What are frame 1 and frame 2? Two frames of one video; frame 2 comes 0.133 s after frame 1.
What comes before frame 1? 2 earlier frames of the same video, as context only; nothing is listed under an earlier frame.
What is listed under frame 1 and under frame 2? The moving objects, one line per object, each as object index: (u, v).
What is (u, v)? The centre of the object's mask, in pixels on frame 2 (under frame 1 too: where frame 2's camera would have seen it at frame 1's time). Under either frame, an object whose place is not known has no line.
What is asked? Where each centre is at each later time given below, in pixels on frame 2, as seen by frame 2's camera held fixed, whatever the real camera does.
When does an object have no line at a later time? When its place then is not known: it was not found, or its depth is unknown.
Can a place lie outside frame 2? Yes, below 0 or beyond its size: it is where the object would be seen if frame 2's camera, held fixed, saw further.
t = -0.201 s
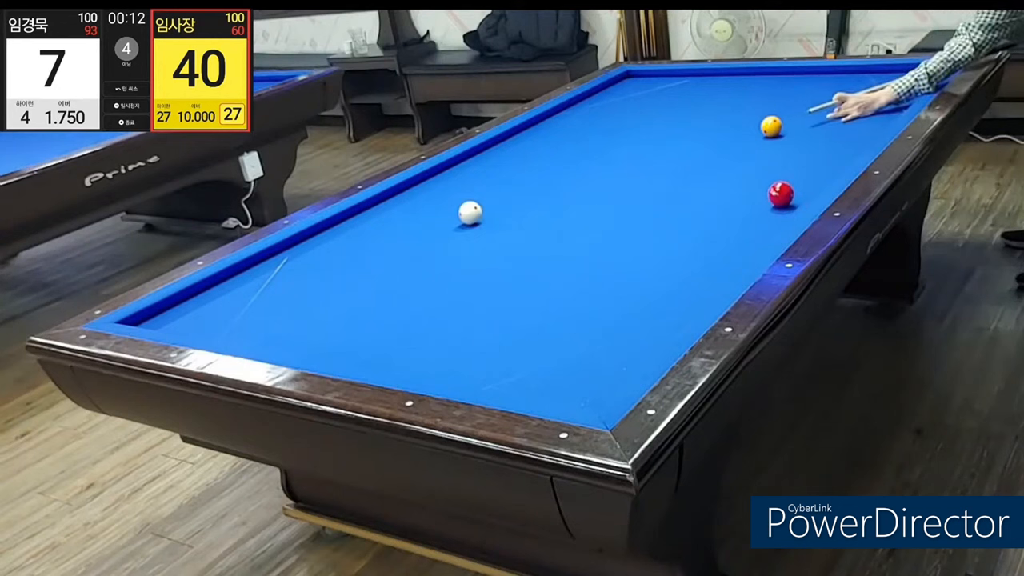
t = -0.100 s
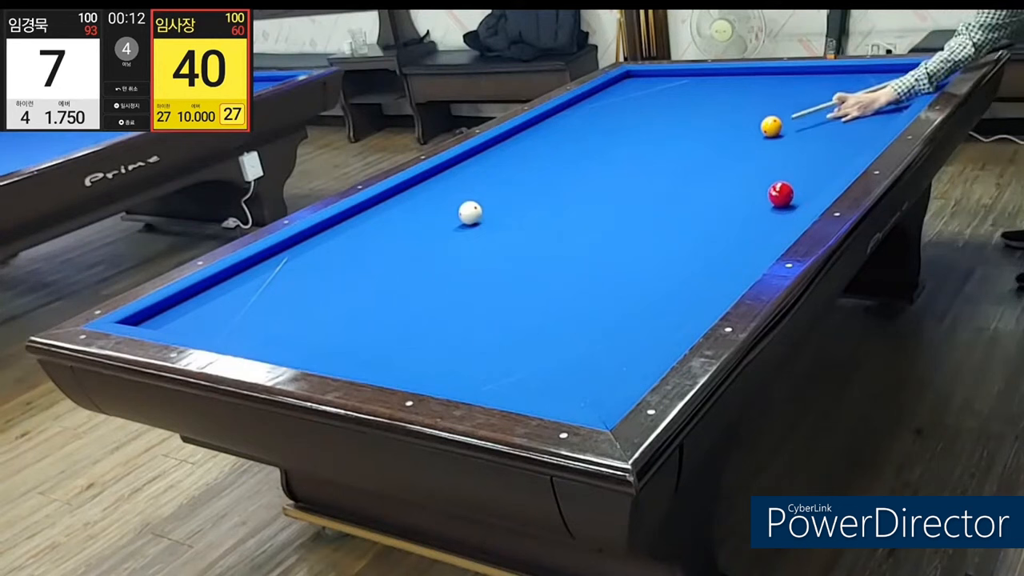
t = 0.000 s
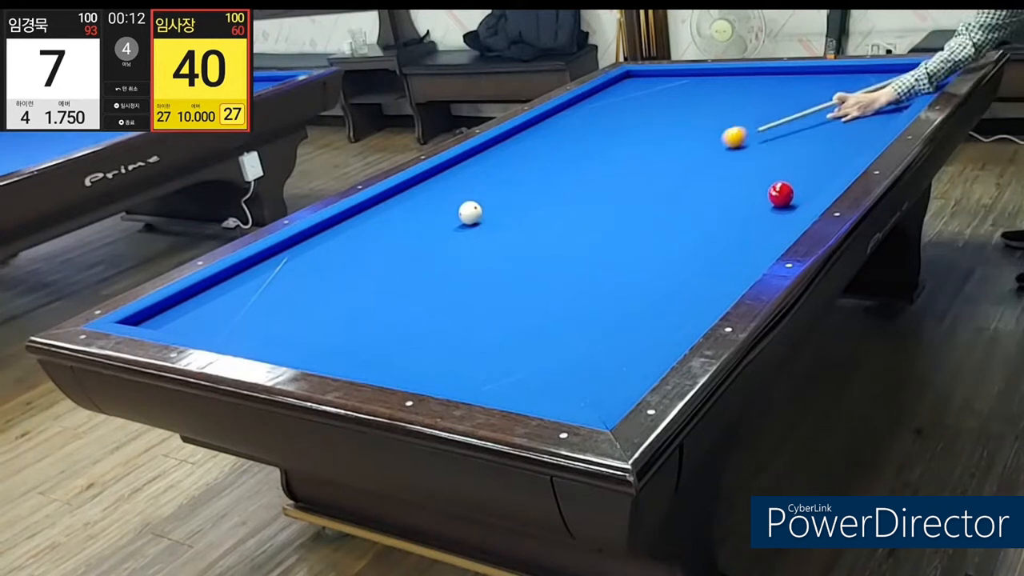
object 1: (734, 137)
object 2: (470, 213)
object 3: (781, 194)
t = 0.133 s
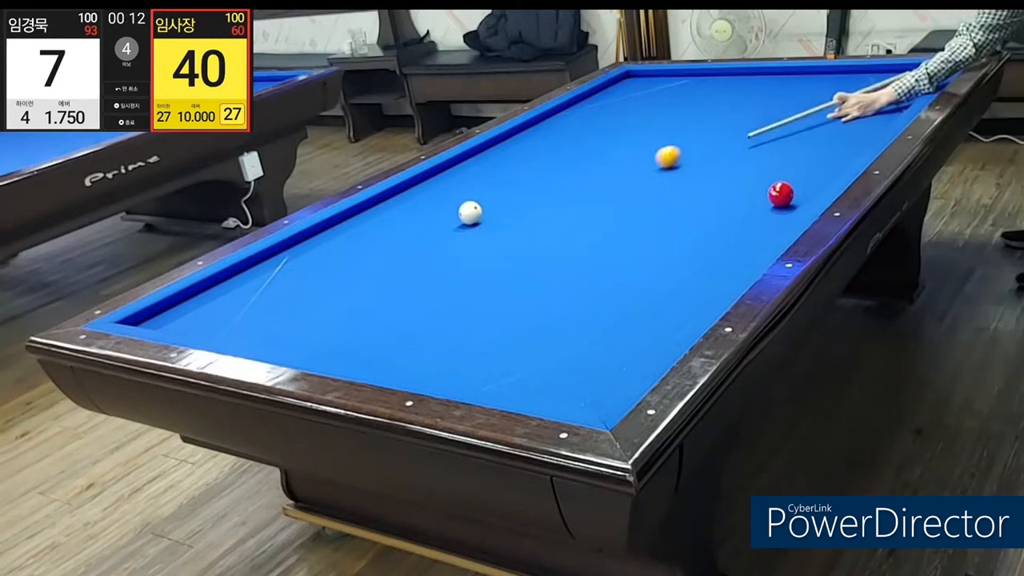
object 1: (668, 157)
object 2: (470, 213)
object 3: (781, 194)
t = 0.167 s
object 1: (651, 162)
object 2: (470, 213)
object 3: (781, 194)
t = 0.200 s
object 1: (634, 167)
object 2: (470, 213)
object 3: (781, 194)
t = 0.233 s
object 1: (617, 173)
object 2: (470, 213)
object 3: (781, 194)
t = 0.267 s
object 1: (600, 178)
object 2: (470, 213)
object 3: (781, 194)
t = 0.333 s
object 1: (564, 188)
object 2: (470, 213)
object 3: (781, 194)
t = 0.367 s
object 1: (546, 194)
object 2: (470, 213)
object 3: (781, 194)
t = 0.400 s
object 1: (528, 199)
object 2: (470, 213)
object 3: (781, 194)
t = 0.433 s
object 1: (510, 205)
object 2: (470, 213)
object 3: (781, 194)
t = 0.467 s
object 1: (494, 210)
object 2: (468, 212)
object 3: (781, 194)
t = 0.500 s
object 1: (492, 214)
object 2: (452, 215)
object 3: (781, 194)
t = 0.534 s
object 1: (490, 218)
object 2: (435, 217)
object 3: (781, 194)
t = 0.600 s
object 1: (485, 225)
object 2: (403, 222)
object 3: (781, 194)
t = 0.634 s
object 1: (481, 229)
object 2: (389, 223)
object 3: (781, 194)
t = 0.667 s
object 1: (477, 233)
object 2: (374, 225)
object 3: (781, 194)
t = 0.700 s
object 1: (472, 237)
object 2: (361, 227)
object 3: (781, 194)
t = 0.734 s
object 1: (466, 241)
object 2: (348, 229)
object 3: (781, 194)
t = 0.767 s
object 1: (461, 245)
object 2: (336, 230)
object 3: (781, 194)
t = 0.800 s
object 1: (455, 250)
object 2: (324, 232)
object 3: (781, 194)
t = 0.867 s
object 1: (443, 259)
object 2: (309, 235)
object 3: (781, 194)
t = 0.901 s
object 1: (437, 263)
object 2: (312, 237)
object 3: (781, 194)
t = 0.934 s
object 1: (431, 268)
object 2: (315, 239)
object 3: (781, 194)
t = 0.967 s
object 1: (425, 272)
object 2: (316, 242)
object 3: (781, 194)
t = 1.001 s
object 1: (419, 278)
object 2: (318, 244)
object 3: (781, 194)
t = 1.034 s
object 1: (413, 283)
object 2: (319, 246)
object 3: (781, 194)
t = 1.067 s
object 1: (406, 288)
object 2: (320, 248)
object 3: (781, 194)
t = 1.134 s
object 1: (393, 298)
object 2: (321, 253)
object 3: (781, 194)
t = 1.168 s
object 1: (386, 303)
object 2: (322, 255)
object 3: (781, 194)
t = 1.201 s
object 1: (378, 309)
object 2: (322, 257)
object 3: (781, 194)
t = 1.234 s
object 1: (371, 315)
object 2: (323, 259)
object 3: (781, 194)
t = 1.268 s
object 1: (364, 320)
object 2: (324, 261)
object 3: (781, 194)
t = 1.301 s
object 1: (357, 326)
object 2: (325, 263)
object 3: (781, 194)
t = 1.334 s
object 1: (349, 332)
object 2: (325, 266)
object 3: (781, 194)
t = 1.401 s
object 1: (333, 344)
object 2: (327, 270)
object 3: (781, 194)
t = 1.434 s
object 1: (325, 348)
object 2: (328, 273)
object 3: (781, 194)
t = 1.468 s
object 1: (318, 351)
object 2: (329, 275)
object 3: (781, 194)
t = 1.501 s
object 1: (325, 350)
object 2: (329, 278)
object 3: (781, 194)
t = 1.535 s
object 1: (336, 348)
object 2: (330, 280)
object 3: (781, 194)
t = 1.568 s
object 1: (346, 346)
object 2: (331, 283)
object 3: (781, 194)
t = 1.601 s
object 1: (355, 342)
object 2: (332, 285)
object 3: (781, 194)
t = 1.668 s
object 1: (372, 336)
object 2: (334, 290)
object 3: (781, 194)
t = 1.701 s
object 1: (380, 334)
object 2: (334, 292)
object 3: (781, 194)
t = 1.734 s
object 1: (387, 331)
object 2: (335, 295)
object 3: (781, 194)
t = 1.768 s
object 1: (395, 329)
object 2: (336, 298)
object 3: (781, 194)
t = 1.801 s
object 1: (402, 326)
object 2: (337, 300)
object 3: (781, 194)
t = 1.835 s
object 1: (410, 324)
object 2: (338, 303)
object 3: (781, 194)
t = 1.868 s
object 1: (417, 322)
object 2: (339, 306)
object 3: (781, 194)
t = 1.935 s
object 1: (432, 317)
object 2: (341, 311)
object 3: (781, 194)
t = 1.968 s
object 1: (439, 315)
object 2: (342, 314)
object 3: (781, 194)
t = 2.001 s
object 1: (446, 312)
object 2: (343, 317)
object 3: (781, 194)
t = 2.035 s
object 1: (453, 310)
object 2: (344, 319)
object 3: (781, 194)
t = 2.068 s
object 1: (460, 308)
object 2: (345, 323)
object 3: (781, 194)
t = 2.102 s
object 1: (467, 306)
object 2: (345, 325)
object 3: (781, 194)
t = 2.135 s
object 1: (474, 304)
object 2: (346, 328)
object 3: (781, 194)
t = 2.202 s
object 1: (487, 299)
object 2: (349, 334)
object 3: (781, 194)
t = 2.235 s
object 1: (494, 297)
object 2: (350, 337)
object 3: (781, 194)
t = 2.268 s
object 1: (501, 295)
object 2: (351, 340)
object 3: (781, 194)
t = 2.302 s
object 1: (507, 293)
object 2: (352, 343)
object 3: (781, 194)
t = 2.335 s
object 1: (514, 291)
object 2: (353, 347)
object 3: (781, 194)
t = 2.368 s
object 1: (520, 289)
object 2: (354, 350)
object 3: (781, 194)
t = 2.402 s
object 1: (526, 287)
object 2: (355, 352)
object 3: (781, 194)
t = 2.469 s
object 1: (539, 283)
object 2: (357, 356)
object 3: (781, 194)
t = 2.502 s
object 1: (545, 280)
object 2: (359, 358)
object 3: (781, 194)
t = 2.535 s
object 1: (551, 279)
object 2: (364, 358)
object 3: (781, 194)
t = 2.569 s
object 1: (557, 277)
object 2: (371, 358)
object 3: (781, 194)
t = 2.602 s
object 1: (563, 275)
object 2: (377, 358)
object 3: (781, 194)
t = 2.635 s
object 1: (569, 273)
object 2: (383, 358)
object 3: (781, 194)
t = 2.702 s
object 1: (581, 269)
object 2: (395, 358)
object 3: (781, 194)
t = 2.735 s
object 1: (587, 267)
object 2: (401, 358)
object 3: (781, 194)
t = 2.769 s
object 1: (592, 265)
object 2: (406, 358)
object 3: (781, 194)
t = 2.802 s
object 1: (598, 263)
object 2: (412, 357)
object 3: (781, 194)
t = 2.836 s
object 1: (604, 262)
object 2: (418, 357)
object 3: (781, 194)
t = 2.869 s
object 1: (609, 260)
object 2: (423, 356)
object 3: (781, 194)
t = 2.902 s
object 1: (615, 258)
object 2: (429, 355)
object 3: (781, 194)
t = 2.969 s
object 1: (626, 254)
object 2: (441, 354)
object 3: (781, 194)
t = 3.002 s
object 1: (631, 253)
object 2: (446, 354)
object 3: (781, 194)
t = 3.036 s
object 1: (637, 251)
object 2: (452, 353)
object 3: (781, 194)
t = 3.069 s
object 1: (642, 249)
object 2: (458, 353)
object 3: (781, 194)
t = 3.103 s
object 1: (647, 248)
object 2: (463, 352)
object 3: (781, 194)
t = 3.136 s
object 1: (653, 246)
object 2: (469, 352)
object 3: (781, 194)
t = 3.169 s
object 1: (658, 244)
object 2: (474, 351)
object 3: (781, 194)
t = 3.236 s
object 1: (668, 241)
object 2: (486, 350)
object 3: (781, 194)
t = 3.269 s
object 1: (673, 239)
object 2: (491, 350)
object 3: (781, 194)
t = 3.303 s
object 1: (678, 237)
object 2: (496, 349)
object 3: (781, 194)
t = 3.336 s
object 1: (683, 236)
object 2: (502, 349)
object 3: (781, 194)
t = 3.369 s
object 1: (688, 234)
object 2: (507, 348)
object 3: (781, 194)
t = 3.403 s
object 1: (693, 233)
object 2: (513, 348)
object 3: (781, 194)
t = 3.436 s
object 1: (698, 231)
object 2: (518, 347)
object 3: (781, 194)
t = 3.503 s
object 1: (707, 228)
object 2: (529, 346)
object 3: (781, 194)
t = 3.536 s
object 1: (712, 226)
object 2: (534, 346)
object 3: (781, 194)
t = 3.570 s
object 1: (717, 225)
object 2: (539, 345)
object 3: (781, 194)
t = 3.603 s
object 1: (722, 223)
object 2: (545, 345)
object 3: (781, 194)
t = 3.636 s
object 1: (726, 222)
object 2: (550, 344)
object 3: (781, 194)
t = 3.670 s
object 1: (731, 220)
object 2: (555, 344)
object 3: (781, 194)
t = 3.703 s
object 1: (735, 219)
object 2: (560, 343)
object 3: (781, 194)
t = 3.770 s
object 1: (744, 216)
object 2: (570, 342)
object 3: (781, 194)
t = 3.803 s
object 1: (749, 214)
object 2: (575, 341)
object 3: (781, 194)
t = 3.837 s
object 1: (753, 213)
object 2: (580, 341)
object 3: (781, 194)
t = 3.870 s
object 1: (757, 212)
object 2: (586, 341)
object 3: (781, 194)
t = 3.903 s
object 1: (762, 210)
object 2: (591, 340)
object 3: (781, 194)
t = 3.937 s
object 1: (766, 209)
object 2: (596, 340)
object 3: (782, 193)
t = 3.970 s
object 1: (770, 207)
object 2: (601, 339)
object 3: (783, 192)
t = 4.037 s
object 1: (778, 205)
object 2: (611, 338)
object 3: (782, 188)
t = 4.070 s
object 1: (783, 203)
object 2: (616, 338)
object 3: (779, 188)
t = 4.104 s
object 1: (787, 202)
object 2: (621, 337)
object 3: (777, 189)
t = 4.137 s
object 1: (791, 201)
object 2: (626, 337)
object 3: (777, 190)
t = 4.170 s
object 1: (795, 200)
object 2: (631, 336)
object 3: (778, 191)
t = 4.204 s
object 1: (798, 199)
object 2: (635, 336)
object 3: (779, 191)
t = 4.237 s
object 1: (802, 198)
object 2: (640, 336)
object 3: (780, 192)
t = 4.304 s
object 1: (803, 196)
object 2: (650, 335)
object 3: (780, 190)
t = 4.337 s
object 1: (802, 196)
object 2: (654, 334)
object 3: (780, 190)
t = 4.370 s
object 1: (801, 196)
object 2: (658, 332)
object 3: (780, 190)
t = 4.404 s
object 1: (800, 195)
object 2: (662, 331)
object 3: (779, 189)
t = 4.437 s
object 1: (800, 194)
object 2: (661, 331)
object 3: (779, 188)
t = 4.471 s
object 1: (799, 194)
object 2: (661, 330)
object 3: (778, 188)
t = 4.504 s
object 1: (798, 193)
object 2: (660, 329)
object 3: (778, 187)
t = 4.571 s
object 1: (797, 192)
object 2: (658, 327)
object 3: (777, 187)
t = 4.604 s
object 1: (797, 192)
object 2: (657, 326)
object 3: (777, 186)
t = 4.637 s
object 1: (797, 191)
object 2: (656, 325)
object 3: (776, 186)
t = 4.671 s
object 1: (797, 191)
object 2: (655, 324)
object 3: (776, 185)
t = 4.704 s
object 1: (797, 190)
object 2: (654, 323)
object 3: (775, 185)
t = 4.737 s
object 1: (796, 190)
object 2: (653, 322)
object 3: (775, 184)
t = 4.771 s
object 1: (796, 190)
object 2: (652, 321)
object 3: (774, 184)
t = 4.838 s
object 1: (796, 189)
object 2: (649, 319)
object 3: (774, 183)
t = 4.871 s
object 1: (795, 188)
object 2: (648, 318)
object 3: (773, 182)
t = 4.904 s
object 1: (795, 188)
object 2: (648, 317)
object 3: (773, 182)
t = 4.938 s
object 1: (795, 187)
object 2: (646, 316)
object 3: (772, 181)
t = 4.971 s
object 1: (795, 187)
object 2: (645, 315)
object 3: (772, 181)
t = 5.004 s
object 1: (795, 187)
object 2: (645, 314)
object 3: (771, 180)
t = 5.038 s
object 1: (794, 186)
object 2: (644, 313)
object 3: (771, 180)
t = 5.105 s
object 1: (794, 185)
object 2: (642, 311)
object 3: (770, 179)
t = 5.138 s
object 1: (793, 185)
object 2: (641, 310)
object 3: (769, 178)
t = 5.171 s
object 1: (793, 184)
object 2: (640, 309)
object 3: (769, 178)
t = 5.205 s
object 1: (793, 184)
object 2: (639, 309)
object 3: (768, 178)
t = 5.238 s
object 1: (793, 184)
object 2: (638, 308)
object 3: (768, 177)
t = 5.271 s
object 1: (792, 183)
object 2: (637, 307)
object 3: (768, 177)
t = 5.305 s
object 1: (792, 183)
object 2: (637, 306)
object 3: (767, 176)
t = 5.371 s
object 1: (792, 182)
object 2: (635, 305)
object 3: (766, 175)
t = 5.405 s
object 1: (792, 182)
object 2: (634, 304)
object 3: (766, 175)
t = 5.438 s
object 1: (791, 182)
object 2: (633, 303)
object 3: (765, 175)
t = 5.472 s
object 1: (791, 181)
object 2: (632, 302)
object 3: (765, 174)
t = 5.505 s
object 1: (791, 181)
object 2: (632, 302)
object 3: (764, 174)
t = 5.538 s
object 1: (791, 181)
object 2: (631, 301)
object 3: (764, 173)
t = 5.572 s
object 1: (790, 181)
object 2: (630, 300)
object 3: (764, 173)
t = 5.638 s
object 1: (790, 180)
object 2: (628, 299)
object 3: (763, 172)
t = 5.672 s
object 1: (790, 180)
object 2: (628, 298)
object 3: (763, 172)
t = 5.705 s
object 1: (790, 180)
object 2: (627, 297)
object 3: (762, 172)
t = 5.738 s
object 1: (790, 180)
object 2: (626, 297)
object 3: (762, 171)
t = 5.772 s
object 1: (790, 179)
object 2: (626, 296)
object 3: (761, 171)
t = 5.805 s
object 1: (790, 179)
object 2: (625, 296)
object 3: (761, 171)
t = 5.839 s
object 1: (789, 179)
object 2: (624, 295)
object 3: (761, 170)
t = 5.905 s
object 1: (789, 178)
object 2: (623, 294)
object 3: (760, 170)
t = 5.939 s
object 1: (789, 178)
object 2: (622, 293)
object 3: (760, 169)
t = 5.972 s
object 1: (789, 178)
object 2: (621, 293)
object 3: (760, 169)
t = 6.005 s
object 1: (789, 178)
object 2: (621, 292)
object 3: (759, 169)
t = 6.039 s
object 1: (789, 178)
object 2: (620, 292)
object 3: (759, 169)
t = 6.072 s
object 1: (789, 177)
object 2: (619, 291)
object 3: (759, 168)
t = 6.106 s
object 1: (788, 177)
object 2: (619, 291)
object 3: (758, 168)
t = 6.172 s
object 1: (788, 177)
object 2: (618, 290)
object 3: (758, 167)
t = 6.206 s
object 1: (788, 176)
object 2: (617, 289)
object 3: (758, 167)
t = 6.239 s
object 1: (788, 176)
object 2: (617, 289)
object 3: (757, 167)
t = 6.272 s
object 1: (788, 176)
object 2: (616, 288)
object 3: (757, 167)
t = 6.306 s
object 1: (787, 176)
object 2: (616, 288)
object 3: (757, 166)
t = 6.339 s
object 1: (787, 176)
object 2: (615, 287)
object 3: (757, 166)
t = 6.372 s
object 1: (787, 176)
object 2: (615, 287)
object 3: (756, 166)
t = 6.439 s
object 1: (787, 176)
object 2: (614, 286)
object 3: (756, 166)
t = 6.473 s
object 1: (787, 175)
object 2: (613, 285)
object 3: (756, 165)
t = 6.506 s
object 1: (787, 175)
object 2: (613, 285)
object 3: (756, 165)
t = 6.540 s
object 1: (787, 175)
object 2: (613, 285)
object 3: (755, 165)
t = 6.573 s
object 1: (787, 175)
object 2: (612, 284)
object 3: (755, 165)
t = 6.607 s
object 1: (786, 175)
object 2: (612, 284)
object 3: (755, 165)
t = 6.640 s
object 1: (786, 175)
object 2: (611, 284)
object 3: (755, 164)
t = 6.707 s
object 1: (786, 175)
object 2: (611, 283)
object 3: (755, 164)
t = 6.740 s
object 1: (786, 175)
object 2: (610, 283)
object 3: (755, 164)
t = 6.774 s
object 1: (786, 174)
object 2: (610, 282)
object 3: (754, 164)
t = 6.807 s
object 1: (786, 174)
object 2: (609, 282)
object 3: (754, 163)
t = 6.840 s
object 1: (786, 174)
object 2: (609, 281)
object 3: (754, 163)
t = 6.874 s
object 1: (786, 174)
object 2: (609, 281)
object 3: (754, 163)
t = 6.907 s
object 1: (786, 174)
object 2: (608, 281)
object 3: (754, 163)
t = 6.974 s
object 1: (786, 174)
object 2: (608, 280)
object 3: (754, 163)
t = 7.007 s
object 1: (786, 174)
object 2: (608, 280)
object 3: (753, 162)
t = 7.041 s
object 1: (786, 174)
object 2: (607, 280)
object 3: (753, 162)
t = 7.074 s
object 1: (786, 174)
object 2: (607, 279)
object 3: (753, 162)
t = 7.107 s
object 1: (786, 174)
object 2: (607, 279)
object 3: (753, 162)
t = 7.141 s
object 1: (787, 174)
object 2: (607, 279)
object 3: (753, 162)
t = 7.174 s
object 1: (787, 174)
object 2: (606, 279)
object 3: (753, 162)
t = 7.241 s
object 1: (787, 174)
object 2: (606, 278)
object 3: (753, 162)
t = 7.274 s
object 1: (787, 174)
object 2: (605, 278)
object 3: (753, 162)
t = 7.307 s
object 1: (787, 174)
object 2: (605, 278)
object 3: (752, 162)
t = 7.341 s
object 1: (787, 174)
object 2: (605, 278)
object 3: (752, 162)
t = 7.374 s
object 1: (787, 174)
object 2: (605, 277)
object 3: (752, 162)
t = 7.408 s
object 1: (787, 174)
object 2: (605, 277)
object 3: (752, 162)
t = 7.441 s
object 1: (787, 174)
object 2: (605, 277)
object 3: (752, 161)
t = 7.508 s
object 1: (787, 174)
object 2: (605, 277)
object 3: (751, 161)
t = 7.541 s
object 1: (787, 174)
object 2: (604, 276)
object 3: (751, 161)
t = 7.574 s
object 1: (787, 174)
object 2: (604, 276)
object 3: (751, 161)
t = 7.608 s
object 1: (787, 174)
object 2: (604, 276)
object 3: (751, 161)
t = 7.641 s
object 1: (787, 174)
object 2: (604, 276)
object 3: (751, 161)
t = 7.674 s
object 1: (787, 174)
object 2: (604, 276)
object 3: (751, 161)
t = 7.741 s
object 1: (787, 174)
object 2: (604, 276)
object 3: (751, 161)
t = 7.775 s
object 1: (787, 174)
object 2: (603, 276)
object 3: (751, 161)
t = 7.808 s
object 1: (787, 174)
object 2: (603, 276)
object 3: (751, 161)
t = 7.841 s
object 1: (787, 174)
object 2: (603, 276)
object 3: (751, 161)
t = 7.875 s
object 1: (787, 174)
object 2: (603, 276)
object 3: (751, 161)
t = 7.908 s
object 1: (787, 174)
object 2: (604, 276)
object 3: (751, 161)
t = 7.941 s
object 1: (787, 174)
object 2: (603, 276)
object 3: (751, 161)
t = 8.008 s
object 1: (787, 174)
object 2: (604, 276)
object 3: (751, 161)
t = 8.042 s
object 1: (787, 174)
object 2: (604, 276)
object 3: (751, 161)
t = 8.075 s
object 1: (787, 174)
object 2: (603, 276)
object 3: (751, 161)
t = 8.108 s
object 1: (787, 174)
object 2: (603, 276)
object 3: (751, 161)
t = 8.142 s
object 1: (787, 174)
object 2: (604, 276)
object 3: (751, 161)
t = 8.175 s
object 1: (787, 174)
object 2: (604, 276)
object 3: (751, 161)
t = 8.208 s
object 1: (787, 174)
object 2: (604, 276)
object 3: (751, 161)
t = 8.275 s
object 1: (787, 174)
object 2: (604, 276)
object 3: (751, 161)
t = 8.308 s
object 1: (787, 174)
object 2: (604, 276)
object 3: (751, 161)
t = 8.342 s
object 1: (787, 174)
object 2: (604, 276)
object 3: (751, 161)
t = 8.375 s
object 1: (787, 174)
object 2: (604, 276)
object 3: (751, 161)
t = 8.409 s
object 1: (787, 174)
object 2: (604, 276)
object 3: (751, 161)
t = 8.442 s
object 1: (787, 174)
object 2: (604, 276)
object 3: (751, 161)
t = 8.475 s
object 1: (787, 174)
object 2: (604, 276)
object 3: (751, 161)
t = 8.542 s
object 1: (787, 174)
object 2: (604, 276)
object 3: (751, 161)
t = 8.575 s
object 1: (787, 174)
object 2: (604, 276)
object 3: (751, 161)
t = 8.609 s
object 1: (787, 174)
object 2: (604, 276)
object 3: (751, 161)
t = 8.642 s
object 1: (787, 174)
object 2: (604, 276)
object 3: (751, 161)
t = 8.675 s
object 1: (787, 174)
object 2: (604, 276)
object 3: (751, 161)
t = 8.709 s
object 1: (787, 174)
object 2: (604, 276)
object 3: (751, 161)
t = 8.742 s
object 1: (787, 174)
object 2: (604, 276)
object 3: (751, 161)
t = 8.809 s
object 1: (787, 174)
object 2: (604, 276)
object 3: (751, 161)
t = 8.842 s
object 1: (787, 174)
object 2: (604, 276)
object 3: (751, 161)
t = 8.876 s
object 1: (787, 174)
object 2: (604, 276)
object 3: (751, 161)
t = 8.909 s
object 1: (787, 174)
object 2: (604, 276)
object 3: (751, 161)
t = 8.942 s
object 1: (787, 174)
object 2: (604, 276)
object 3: (751, 161)
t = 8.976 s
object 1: (787, 174)
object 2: (604, 276)
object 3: (751, 161)
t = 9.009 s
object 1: (787, 174)
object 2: (604, 276)
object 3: (751, 161)
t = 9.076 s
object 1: (787, 174)
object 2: (604, 276)
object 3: (751, 161)
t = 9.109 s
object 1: (787, 174)
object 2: (604, 276)
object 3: (751, 161)
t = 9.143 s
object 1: (787, 174)
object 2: (604, 276)
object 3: (751, 161)
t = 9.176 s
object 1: (787, 174)
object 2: (604, 276)
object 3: (751, 161)
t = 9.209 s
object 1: (787, 174)
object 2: (604, 276)
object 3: (751, 161)
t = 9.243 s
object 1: (787, 174)
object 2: (604, 276)
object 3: (751, 161)
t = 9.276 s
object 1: (787, 174)
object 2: (604, 276)
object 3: (751, 161)
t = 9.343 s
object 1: (787, 174)
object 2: (604, 276)
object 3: (751, 161)
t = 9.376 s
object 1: (787, 174)
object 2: (604, 276)
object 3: (751, 161)
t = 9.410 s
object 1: (787, 174)
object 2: (604, 276)
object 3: (751, 161)
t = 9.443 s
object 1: (787, 174)
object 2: (604, 276)
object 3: (751, 161)
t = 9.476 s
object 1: (787, 174)
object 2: (604, 276)
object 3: (751, 161)
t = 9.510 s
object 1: (787, 174)
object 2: (604, 276)
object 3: (751, 161)
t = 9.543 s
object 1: (787, 174)
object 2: (604, 276)
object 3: (751, 161)
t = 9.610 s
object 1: (787, 174)
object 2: (604, 276)
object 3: (751, 161)
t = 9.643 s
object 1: (787, 174)
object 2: (604, 276)
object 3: (751, 161)
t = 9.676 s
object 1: (787, 174)
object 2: (604, 276)
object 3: (751, 161)
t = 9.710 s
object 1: (787, 174)
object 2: (604, 276)
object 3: (751, 161)
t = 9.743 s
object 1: (787, 174)
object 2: (604, 276)
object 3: (751, 161)
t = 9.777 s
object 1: (787, 174)
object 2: (604, 276)
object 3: (751, 161)
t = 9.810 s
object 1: (787, 174)
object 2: (604, 276)
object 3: (751, 161)
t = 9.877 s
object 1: (787, 174)
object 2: (604, 276)
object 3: (751, 161)
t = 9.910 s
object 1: (787, 174)
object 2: (604, 276)
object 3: (751, 161)
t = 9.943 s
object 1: (787, 174)
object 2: (604, 276)
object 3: (751, 161)
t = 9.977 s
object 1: (787, 174)
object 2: (604, 276)
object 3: (751, 161)
